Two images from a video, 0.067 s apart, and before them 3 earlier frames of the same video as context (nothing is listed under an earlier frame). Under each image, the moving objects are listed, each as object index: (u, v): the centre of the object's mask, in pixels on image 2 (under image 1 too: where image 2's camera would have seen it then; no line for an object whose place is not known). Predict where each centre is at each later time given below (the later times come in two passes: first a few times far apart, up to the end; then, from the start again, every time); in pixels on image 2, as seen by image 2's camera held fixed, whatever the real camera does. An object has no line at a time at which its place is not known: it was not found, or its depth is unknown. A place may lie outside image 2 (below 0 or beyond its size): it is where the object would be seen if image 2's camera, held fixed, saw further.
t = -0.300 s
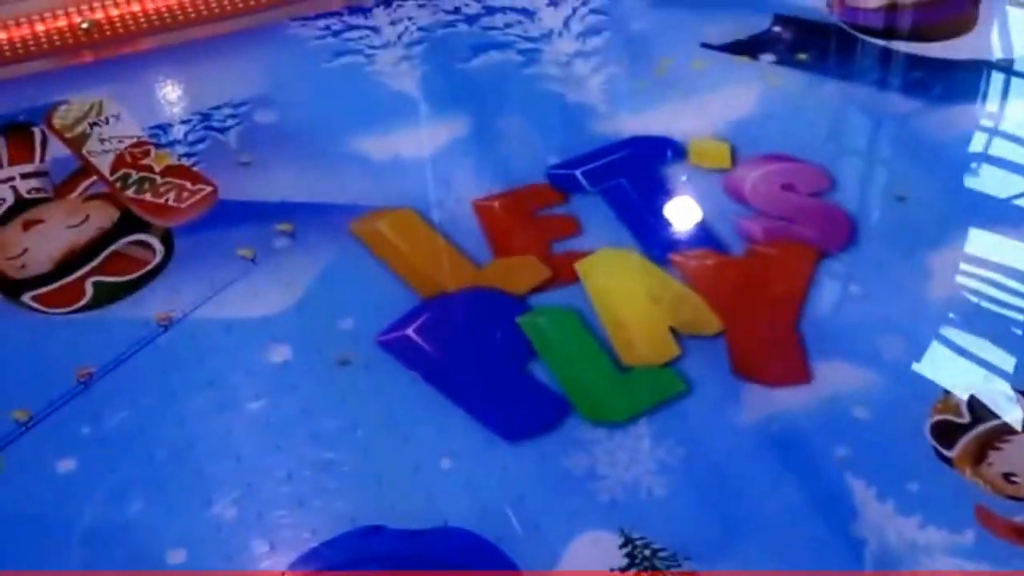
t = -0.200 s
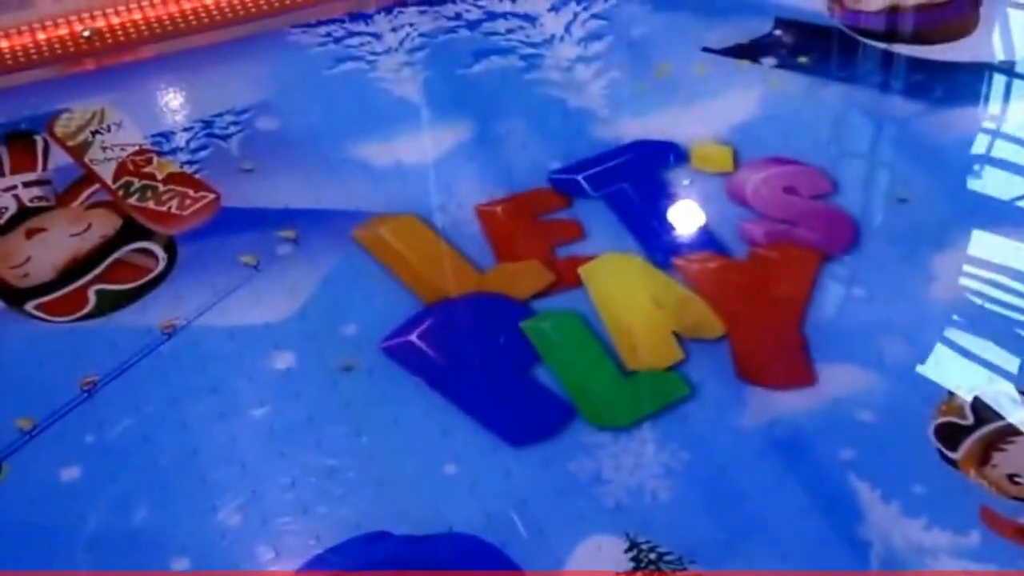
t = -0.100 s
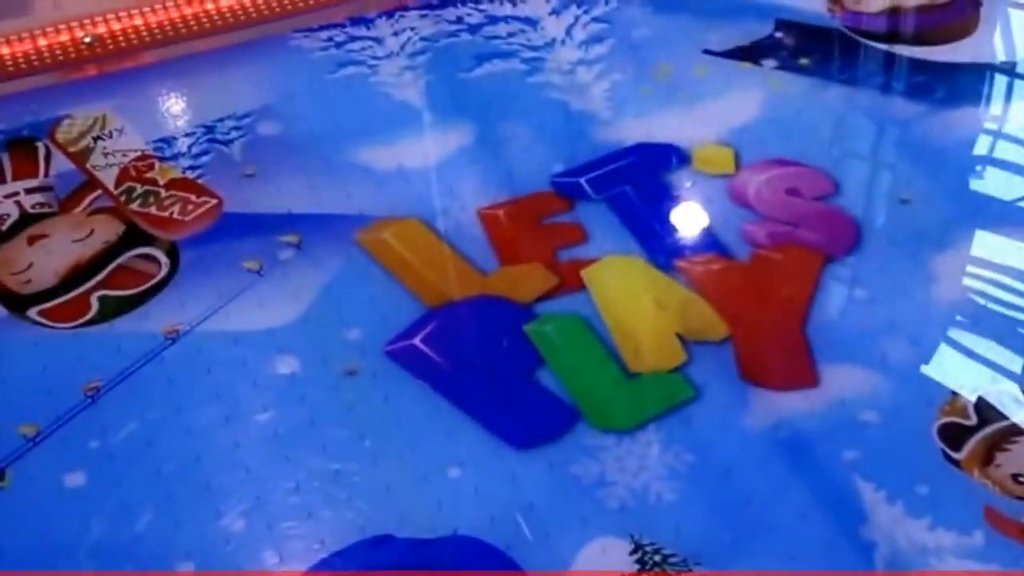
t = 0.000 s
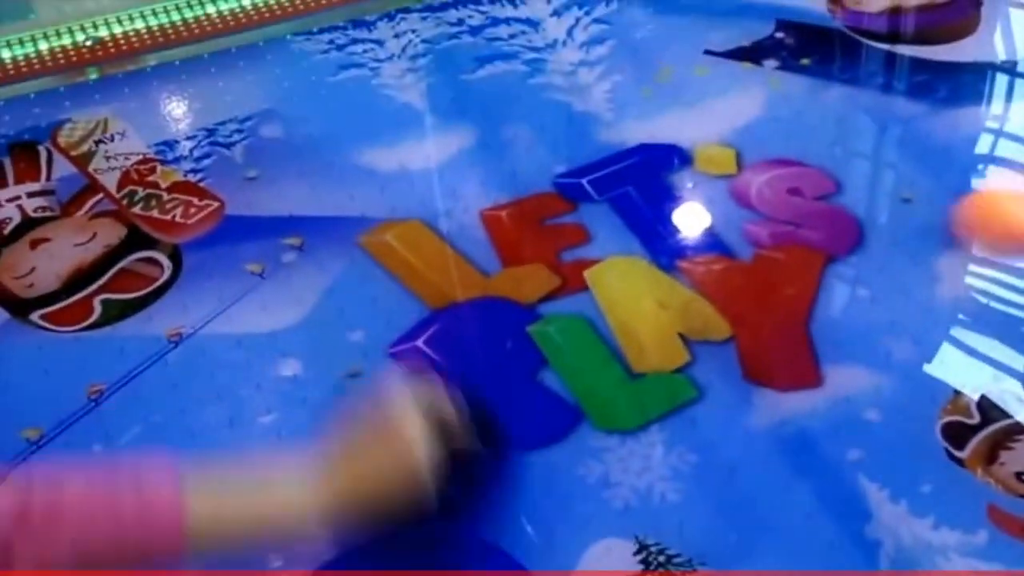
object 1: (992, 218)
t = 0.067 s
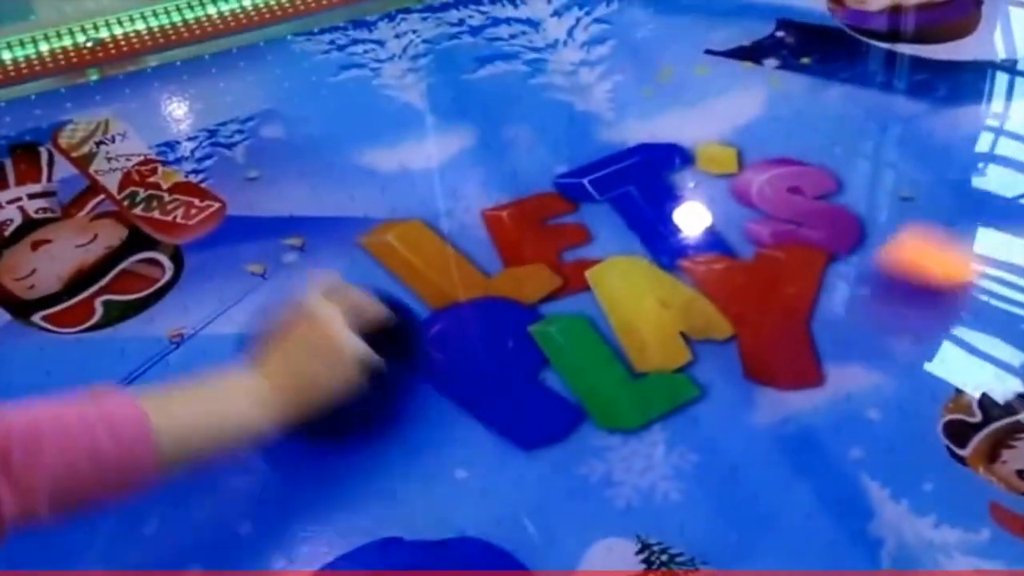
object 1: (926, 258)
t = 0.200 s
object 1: (776, 379)
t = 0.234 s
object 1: (744, 404)
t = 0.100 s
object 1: (884, 300)
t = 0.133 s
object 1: (851, 327)
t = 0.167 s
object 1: (811, 351)
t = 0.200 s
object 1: (776, 379)
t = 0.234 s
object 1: (744, 404)
